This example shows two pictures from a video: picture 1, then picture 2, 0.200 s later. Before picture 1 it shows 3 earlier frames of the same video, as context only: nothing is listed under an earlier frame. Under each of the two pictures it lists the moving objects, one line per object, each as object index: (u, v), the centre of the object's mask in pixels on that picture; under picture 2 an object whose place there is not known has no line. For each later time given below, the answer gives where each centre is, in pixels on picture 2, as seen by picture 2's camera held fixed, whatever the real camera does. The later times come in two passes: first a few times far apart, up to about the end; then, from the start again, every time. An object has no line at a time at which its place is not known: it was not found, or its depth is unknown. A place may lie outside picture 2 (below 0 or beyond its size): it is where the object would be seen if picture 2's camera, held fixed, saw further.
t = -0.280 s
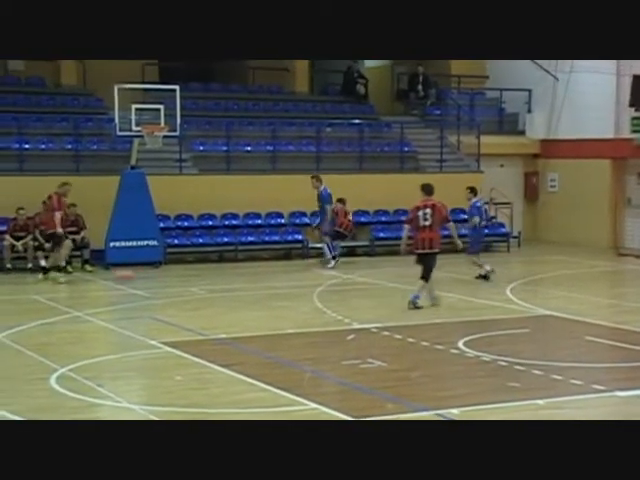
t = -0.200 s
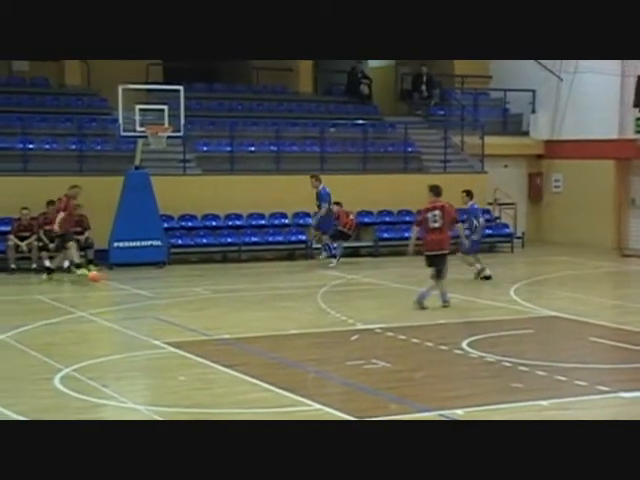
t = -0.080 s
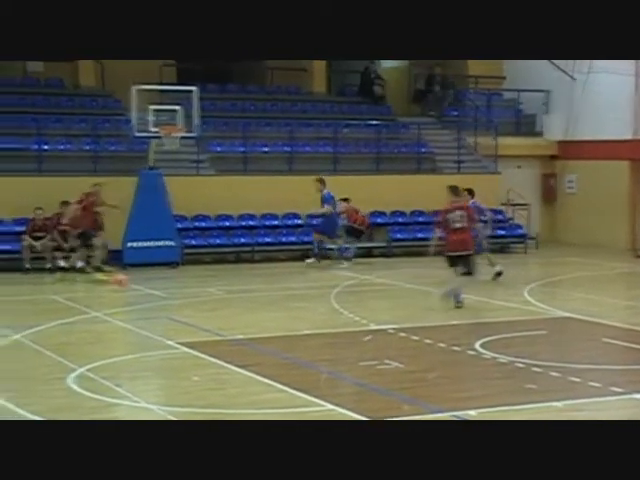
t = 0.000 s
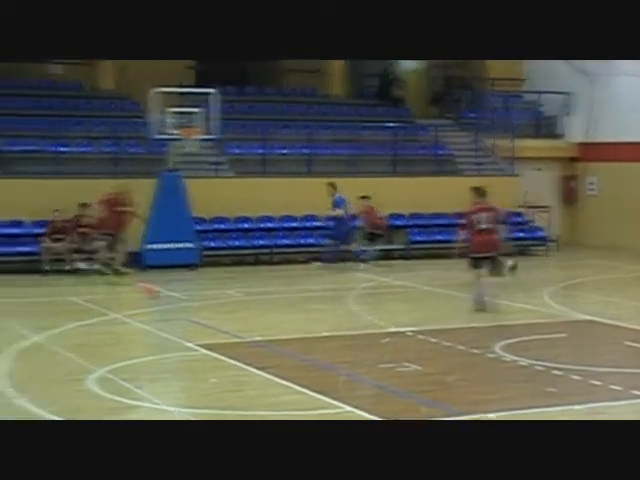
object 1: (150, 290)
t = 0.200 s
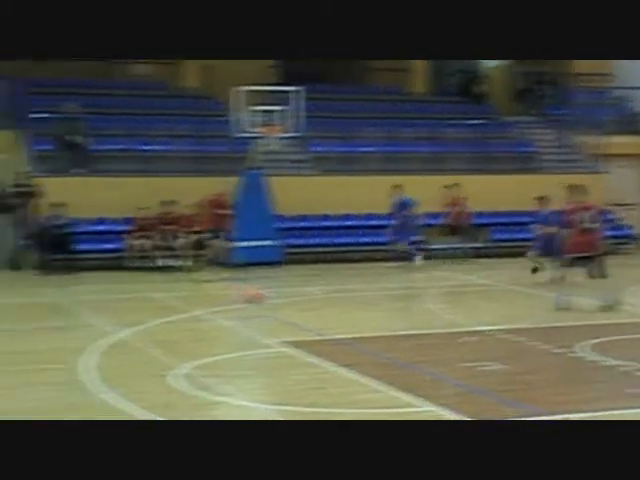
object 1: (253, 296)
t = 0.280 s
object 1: (260, 298)
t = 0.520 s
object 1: (285, 309)
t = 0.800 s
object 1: (313, 319)
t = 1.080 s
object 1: (342, 330)
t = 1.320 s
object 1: (370, 344)
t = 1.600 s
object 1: (404, 358)
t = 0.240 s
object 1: (257, 297)
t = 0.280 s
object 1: (260, 298)
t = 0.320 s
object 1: (267, 301)
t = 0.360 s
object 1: (270, 302)
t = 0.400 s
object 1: (274, 304)
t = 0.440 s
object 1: (277, 306)
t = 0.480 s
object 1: (282, 307)
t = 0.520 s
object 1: (285, 309)
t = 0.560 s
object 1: (289, 310)
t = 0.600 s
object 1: (293, 312)
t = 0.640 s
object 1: (297, 313)
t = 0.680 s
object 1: (301, 314)
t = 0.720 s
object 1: (305, 316)
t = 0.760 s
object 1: (309, 318)
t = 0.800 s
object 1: (313, 319)
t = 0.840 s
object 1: (317, 321)
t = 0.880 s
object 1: (321, 322)
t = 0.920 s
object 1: (325, 324)
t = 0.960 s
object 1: (329, 326)
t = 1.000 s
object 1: (333, 328)
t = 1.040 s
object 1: (338, 329)
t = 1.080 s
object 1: (342, 330)
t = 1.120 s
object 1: (346, 333)
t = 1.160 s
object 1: (351, 335)
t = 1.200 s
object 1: (356, 337)
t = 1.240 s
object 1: (361, 339)
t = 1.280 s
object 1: (366, 342)
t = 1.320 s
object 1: (370, 344)
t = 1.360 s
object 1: (374, 346)
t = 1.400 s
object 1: (379, 347)
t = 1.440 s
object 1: (383, 350)
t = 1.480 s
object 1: (388, 352)
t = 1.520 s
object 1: (393, 354)
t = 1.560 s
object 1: (399, 356)
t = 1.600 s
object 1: (404, 358)
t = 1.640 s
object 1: (409, 361)
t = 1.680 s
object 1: (415, 363)
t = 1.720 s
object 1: (421, 366)
